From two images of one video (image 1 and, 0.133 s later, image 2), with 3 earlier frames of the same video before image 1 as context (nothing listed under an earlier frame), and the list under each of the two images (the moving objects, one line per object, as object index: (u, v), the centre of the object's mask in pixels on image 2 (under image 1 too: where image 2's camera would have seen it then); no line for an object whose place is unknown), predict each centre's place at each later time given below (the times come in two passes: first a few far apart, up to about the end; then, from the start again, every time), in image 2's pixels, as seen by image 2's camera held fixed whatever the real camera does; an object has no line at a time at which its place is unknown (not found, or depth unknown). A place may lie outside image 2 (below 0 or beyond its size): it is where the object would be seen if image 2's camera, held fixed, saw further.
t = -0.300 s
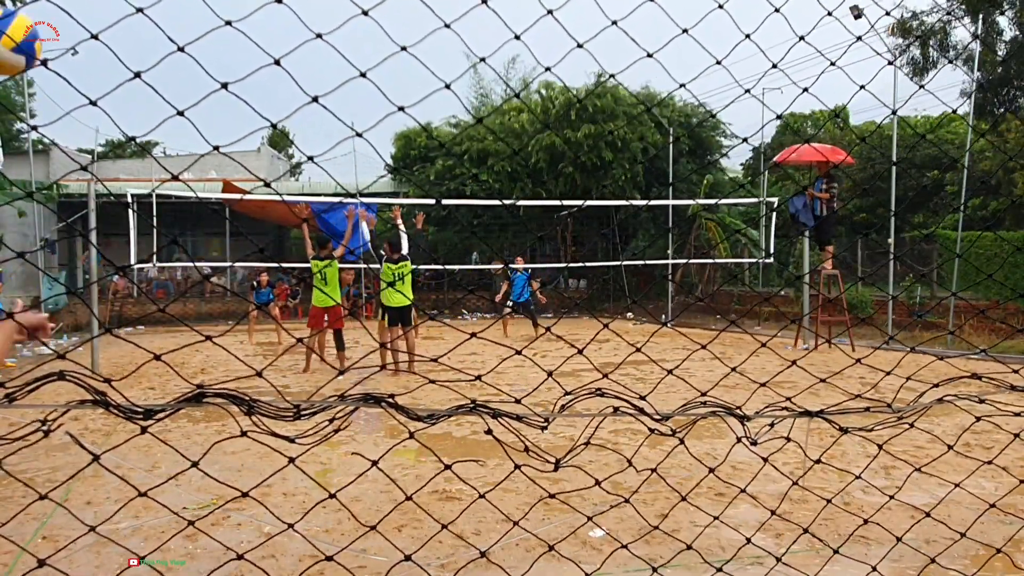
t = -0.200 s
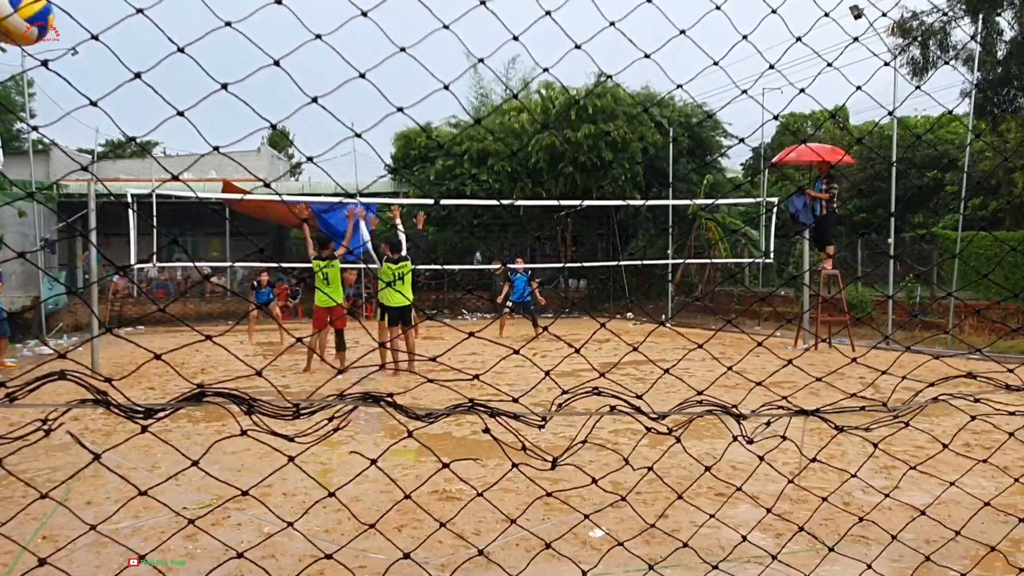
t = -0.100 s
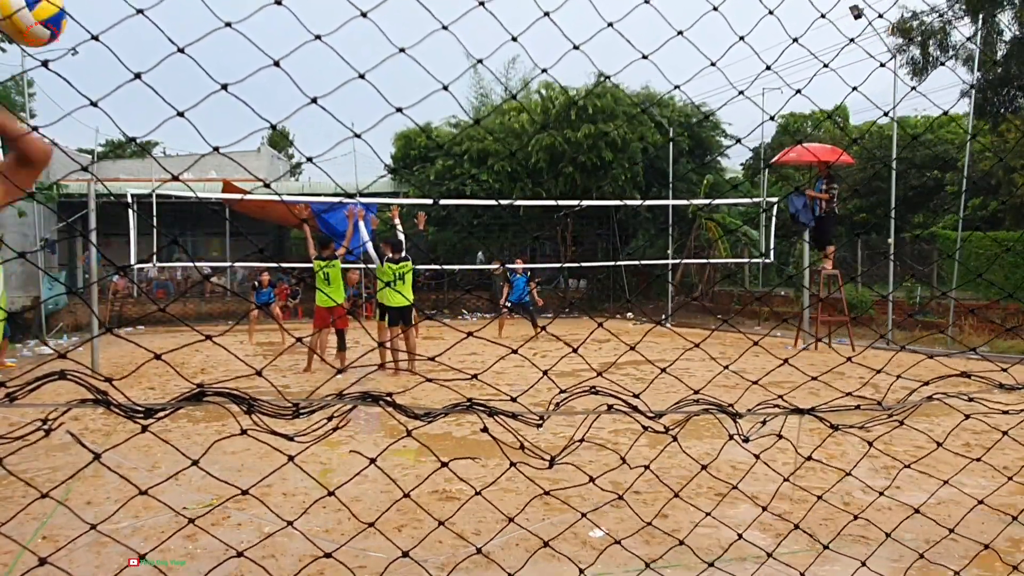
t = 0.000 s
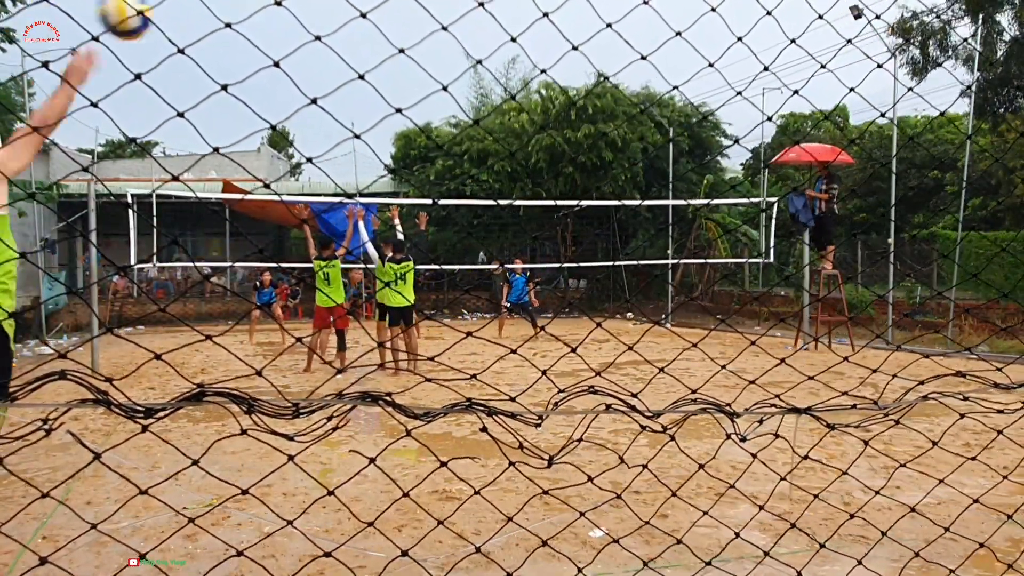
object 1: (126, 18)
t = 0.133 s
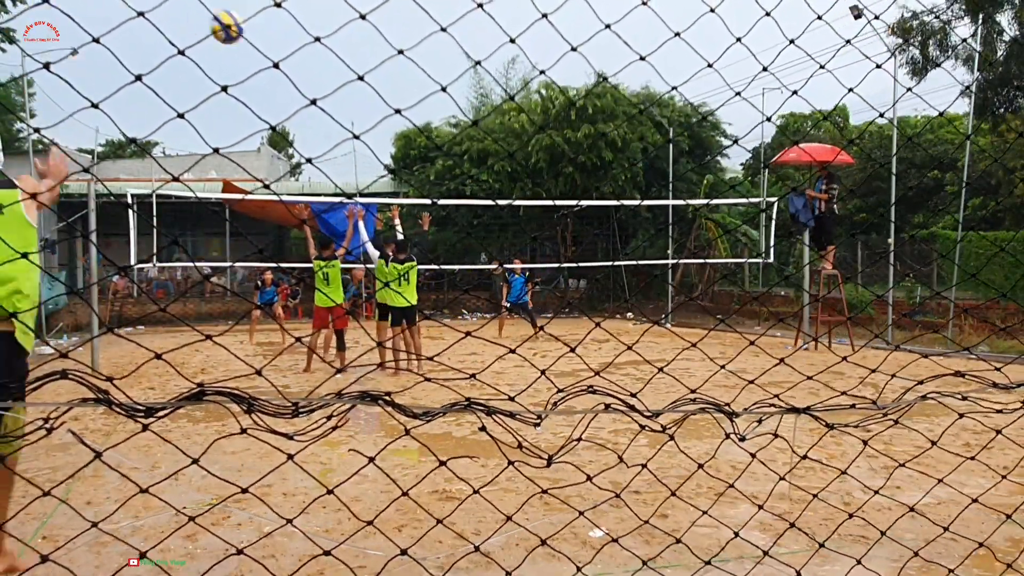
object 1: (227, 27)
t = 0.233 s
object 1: (269, 50)
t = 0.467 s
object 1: (322, 121)
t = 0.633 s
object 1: (343, 175)
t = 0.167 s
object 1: (243, 35)
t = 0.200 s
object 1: (257, 42)
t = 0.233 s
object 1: (269, 50)
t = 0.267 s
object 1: (279, 60)
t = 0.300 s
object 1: (289, 69)
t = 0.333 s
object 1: (297, 79)
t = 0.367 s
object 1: (305, 89)
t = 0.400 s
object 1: (312, 99)
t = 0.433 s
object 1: (316, 110)
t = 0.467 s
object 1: (322, 121)
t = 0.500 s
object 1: (327, 131)
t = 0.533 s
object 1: (331, 142)
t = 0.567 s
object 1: (335, 153)
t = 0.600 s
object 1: (339, 164)
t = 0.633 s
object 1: (343, 175)
